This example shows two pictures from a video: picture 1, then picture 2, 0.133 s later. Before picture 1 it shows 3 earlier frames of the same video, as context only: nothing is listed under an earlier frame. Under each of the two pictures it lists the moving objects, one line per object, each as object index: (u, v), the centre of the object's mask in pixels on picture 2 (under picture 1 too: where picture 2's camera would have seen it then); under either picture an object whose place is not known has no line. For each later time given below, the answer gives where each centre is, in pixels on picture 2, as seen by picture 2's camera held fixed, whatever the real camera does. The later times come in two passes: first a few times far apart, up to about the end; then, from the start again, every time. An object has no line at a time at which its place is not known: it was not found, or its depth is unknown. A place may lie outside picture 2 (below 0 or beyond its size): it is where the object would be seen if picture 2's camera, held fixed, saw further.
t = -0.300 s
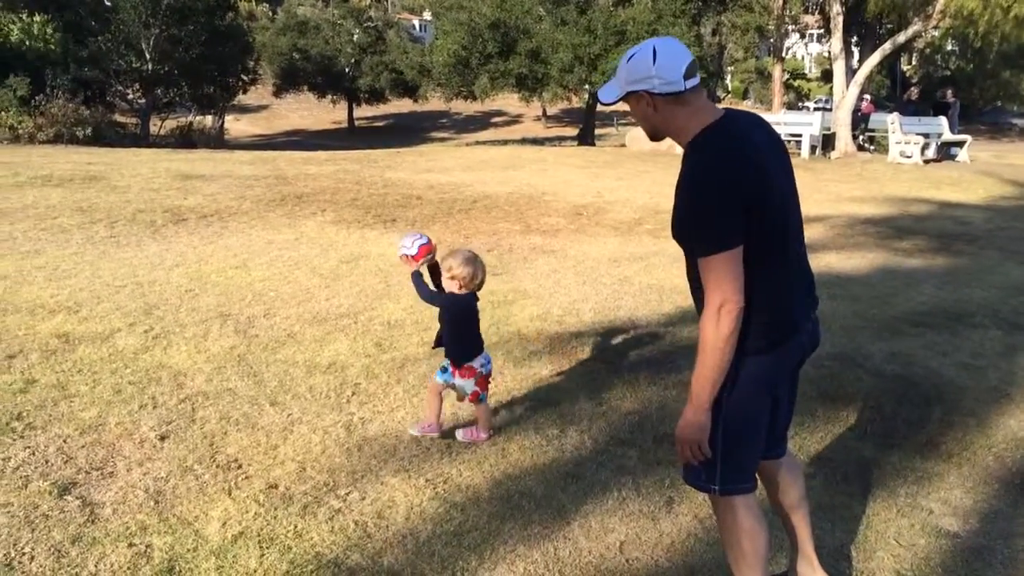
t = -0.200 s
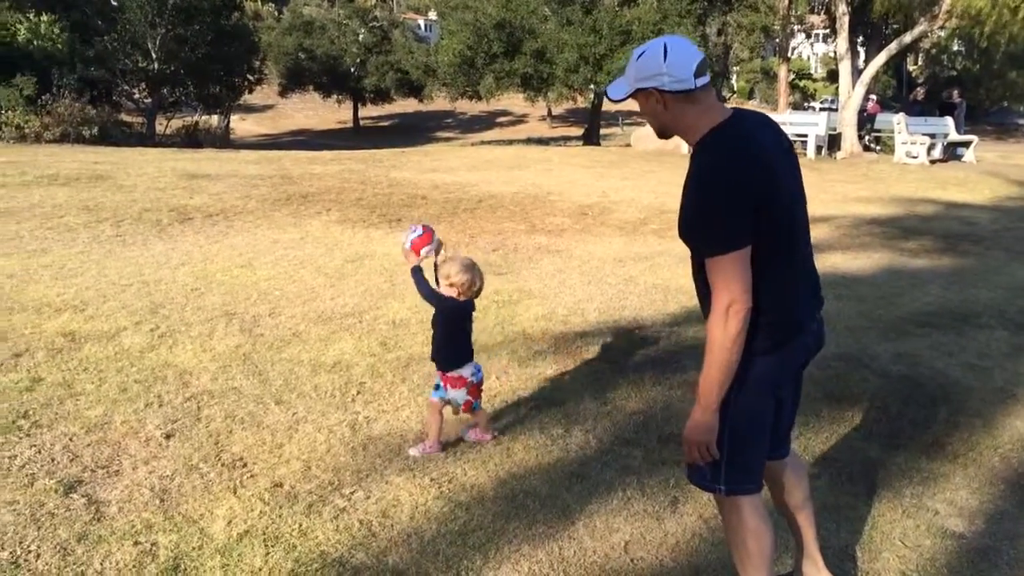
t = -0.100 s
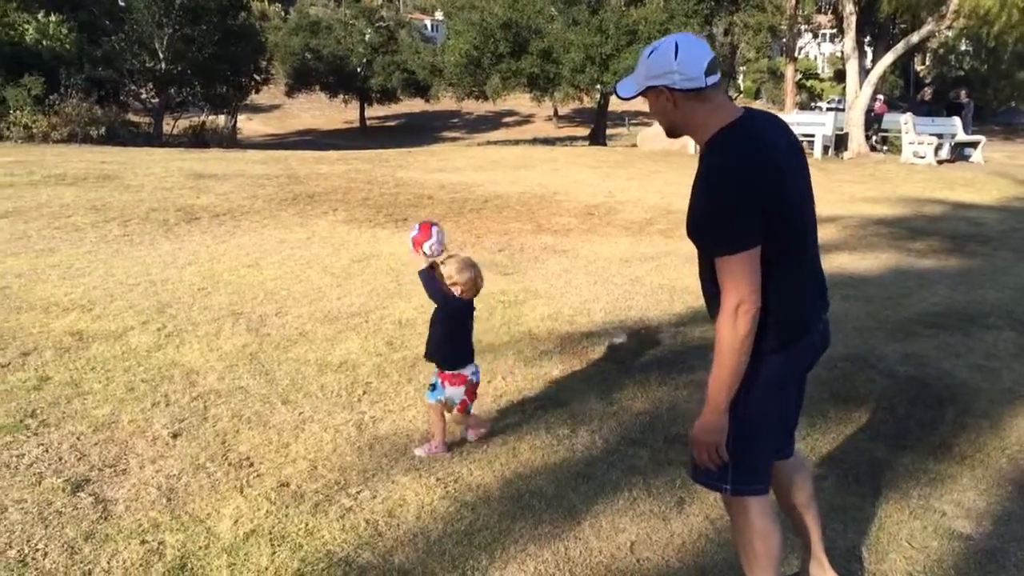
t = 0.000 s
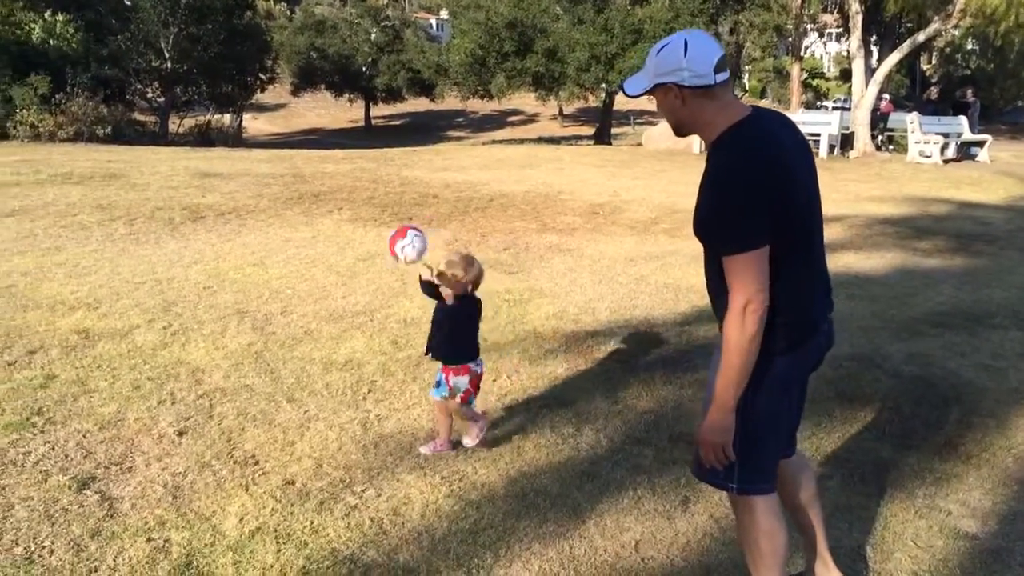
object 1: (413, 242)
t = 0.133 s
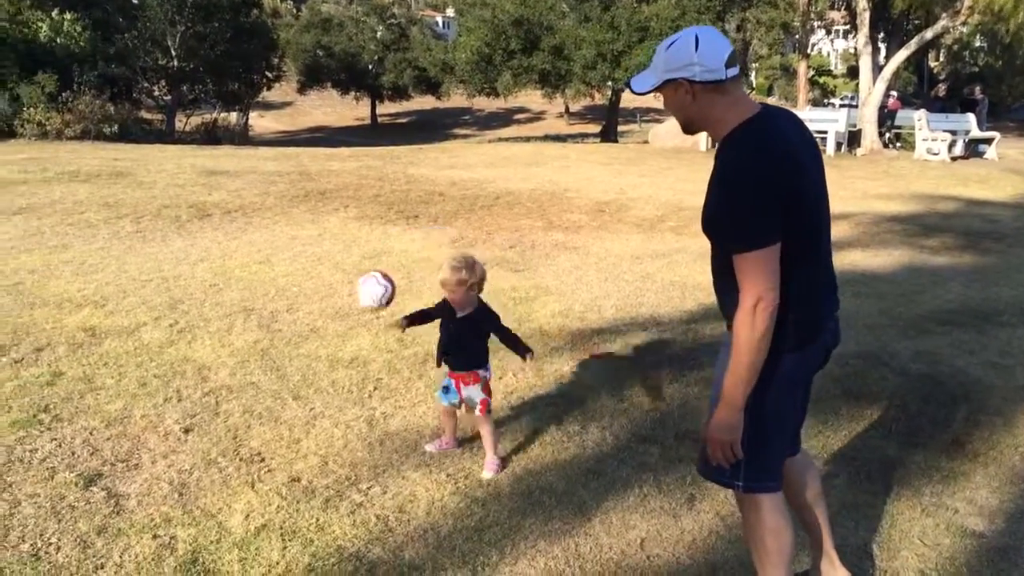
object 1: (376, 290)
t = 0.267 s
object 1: (337, 391)
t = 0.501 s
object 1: (300, 431)
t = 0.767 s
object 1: (287, 470)
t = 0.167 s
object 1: (365, 311)
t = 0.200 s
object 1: (355, 334)
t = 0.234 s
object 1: (346, 361)
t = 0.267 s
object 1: (337, 391)
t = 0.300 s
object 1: (326, 424)
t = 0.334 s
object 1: (317, 462)
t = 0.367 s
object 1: (311, 483)
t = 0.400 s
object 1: (308, 466)
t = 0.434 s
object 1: (305, 451)
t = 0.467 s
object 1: (302, 440)
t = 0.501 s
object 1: (300, 431)
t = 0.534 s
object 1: (297, 426)
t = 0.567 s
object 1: (295, 422)
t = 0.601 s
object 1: (293, 423)
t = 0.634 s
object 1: (292, 424)
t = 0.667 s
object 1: (290, 431)
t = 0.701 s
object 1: (288, 440)
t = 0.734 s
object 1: (288, 454)
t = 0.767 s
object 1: (287, 470)
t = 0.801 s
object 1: (286, 489)
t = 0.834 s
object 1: (287, 512)
